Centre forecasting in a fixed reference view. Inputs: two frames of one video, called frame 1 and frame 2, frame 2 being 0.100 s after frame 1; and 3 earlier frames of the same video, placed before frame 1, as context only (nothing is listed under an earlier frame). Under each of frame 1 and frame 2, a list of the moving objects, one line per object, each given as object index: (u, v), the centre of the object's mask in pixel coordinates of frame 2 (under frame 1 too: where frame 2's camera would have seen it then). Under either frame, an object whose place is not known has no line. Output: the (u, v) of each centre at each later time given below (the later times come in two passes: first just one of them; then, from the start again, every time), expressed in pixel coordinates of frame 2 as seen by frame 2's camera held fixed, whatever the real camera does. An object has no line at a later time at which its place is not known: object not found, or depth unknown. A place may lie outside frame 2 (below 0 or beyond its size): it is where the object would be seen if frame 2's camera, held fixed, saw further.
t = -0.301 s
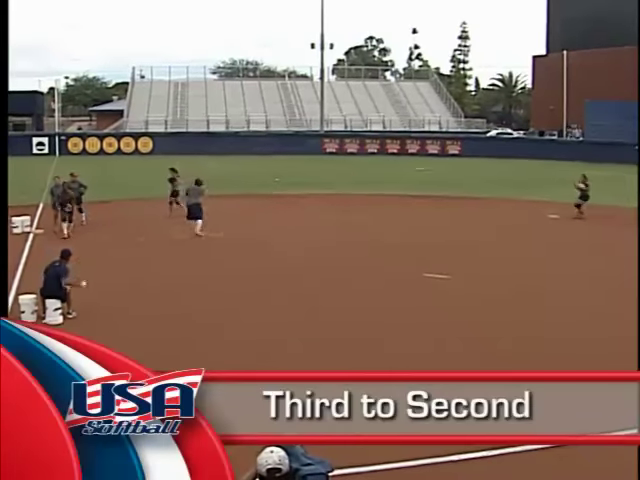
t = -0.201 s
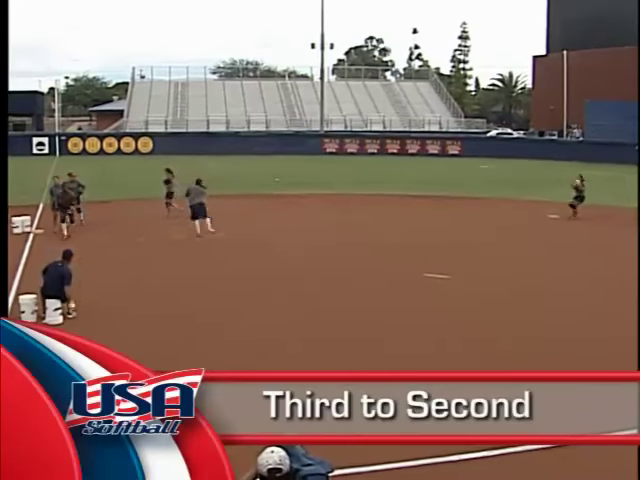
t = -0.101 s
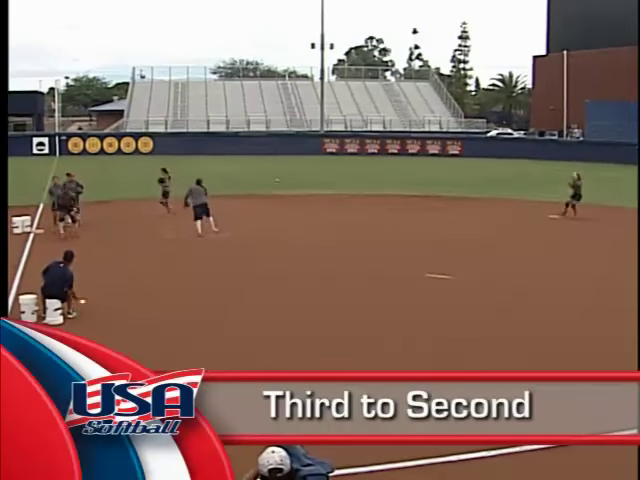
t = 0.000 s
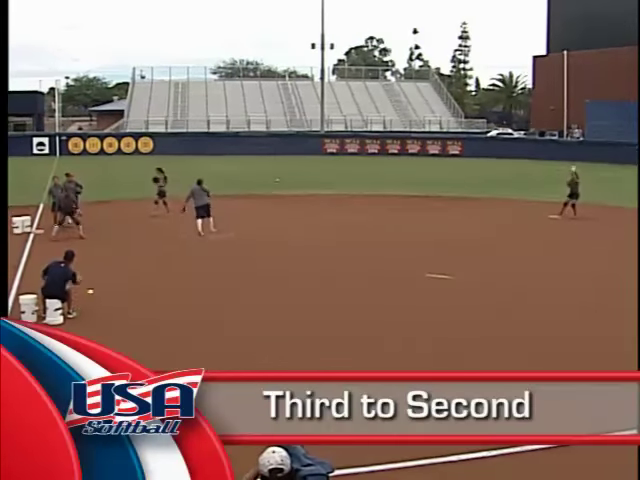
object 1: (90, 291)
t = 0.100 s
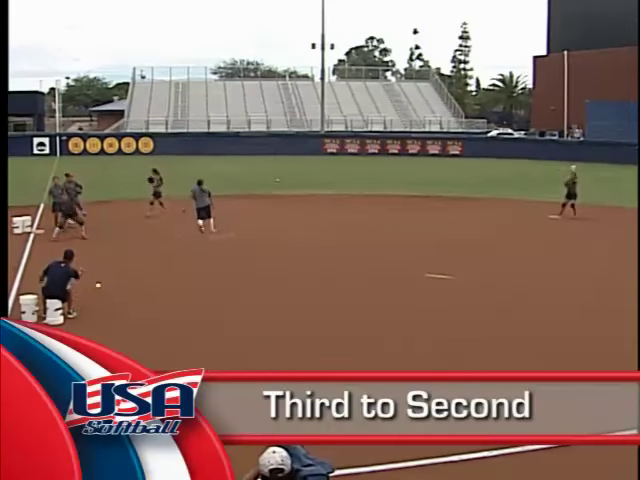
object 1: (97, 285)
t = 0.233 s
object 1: (104, 275)
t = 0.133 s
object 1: (99, 282)
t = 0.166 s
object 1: (100, 280)
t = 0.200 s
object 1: (103, 278)
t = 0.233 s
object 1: (104, 275)
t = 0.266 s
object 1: (106, 273)
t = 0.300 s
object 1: (107, 271)
